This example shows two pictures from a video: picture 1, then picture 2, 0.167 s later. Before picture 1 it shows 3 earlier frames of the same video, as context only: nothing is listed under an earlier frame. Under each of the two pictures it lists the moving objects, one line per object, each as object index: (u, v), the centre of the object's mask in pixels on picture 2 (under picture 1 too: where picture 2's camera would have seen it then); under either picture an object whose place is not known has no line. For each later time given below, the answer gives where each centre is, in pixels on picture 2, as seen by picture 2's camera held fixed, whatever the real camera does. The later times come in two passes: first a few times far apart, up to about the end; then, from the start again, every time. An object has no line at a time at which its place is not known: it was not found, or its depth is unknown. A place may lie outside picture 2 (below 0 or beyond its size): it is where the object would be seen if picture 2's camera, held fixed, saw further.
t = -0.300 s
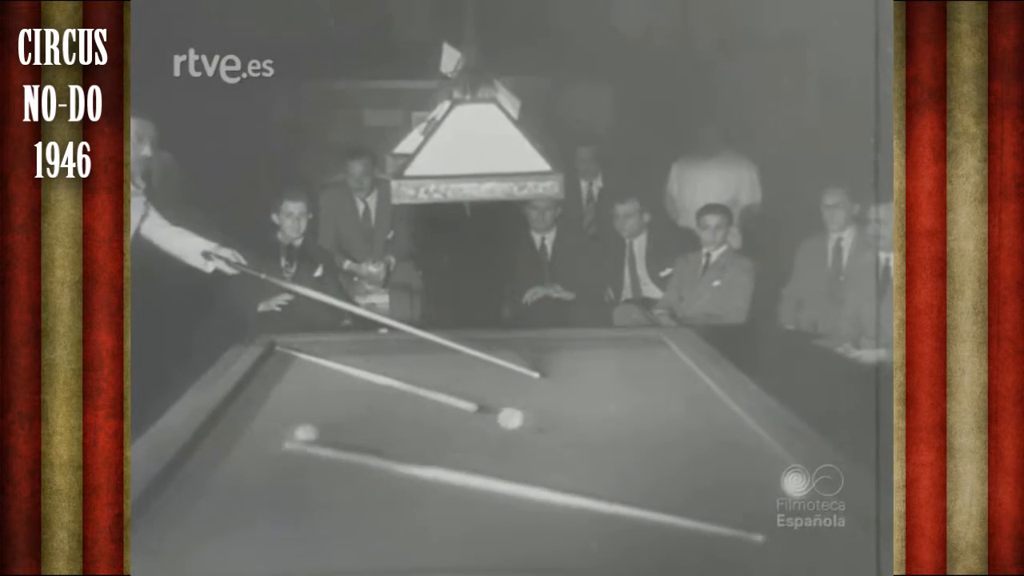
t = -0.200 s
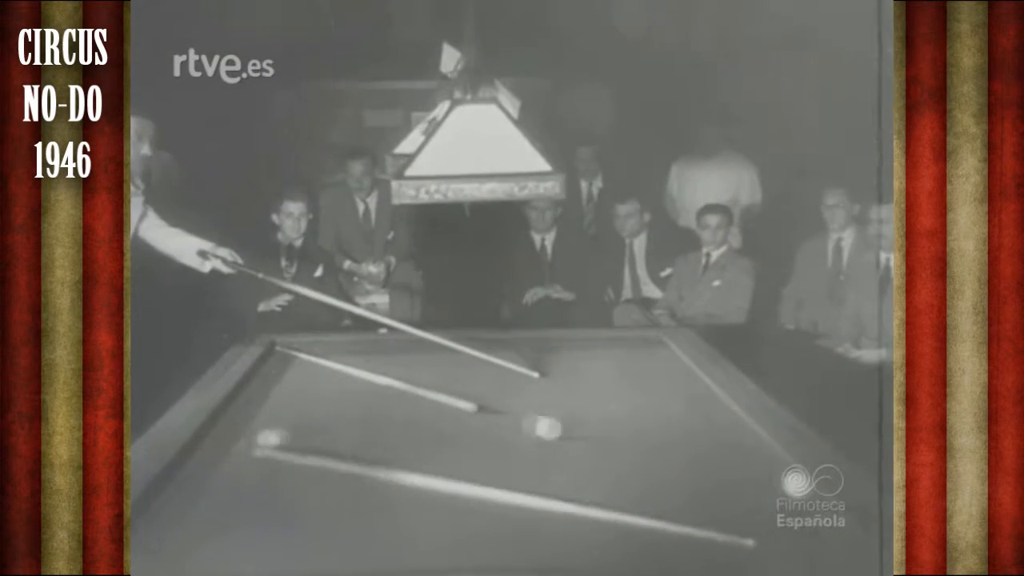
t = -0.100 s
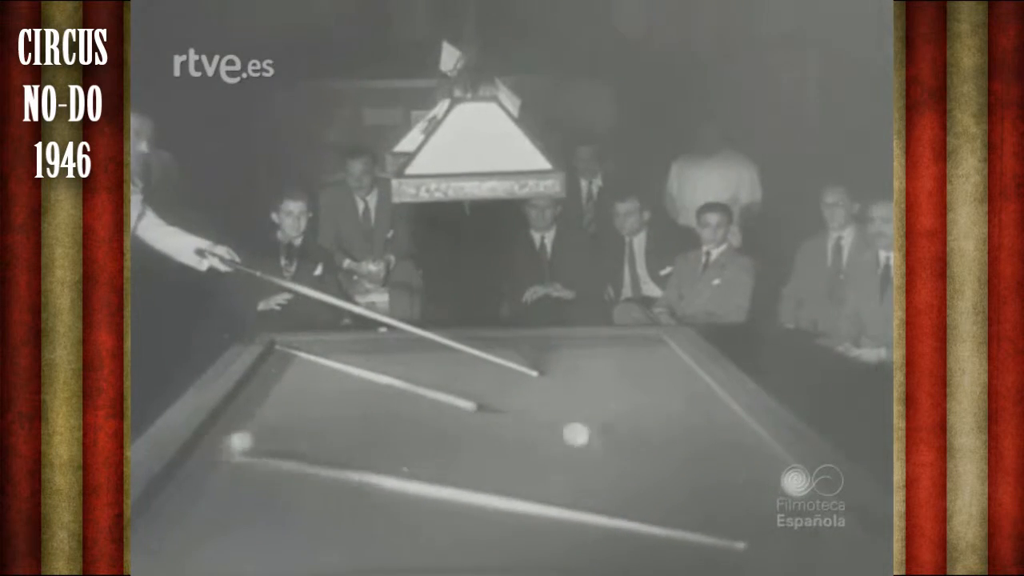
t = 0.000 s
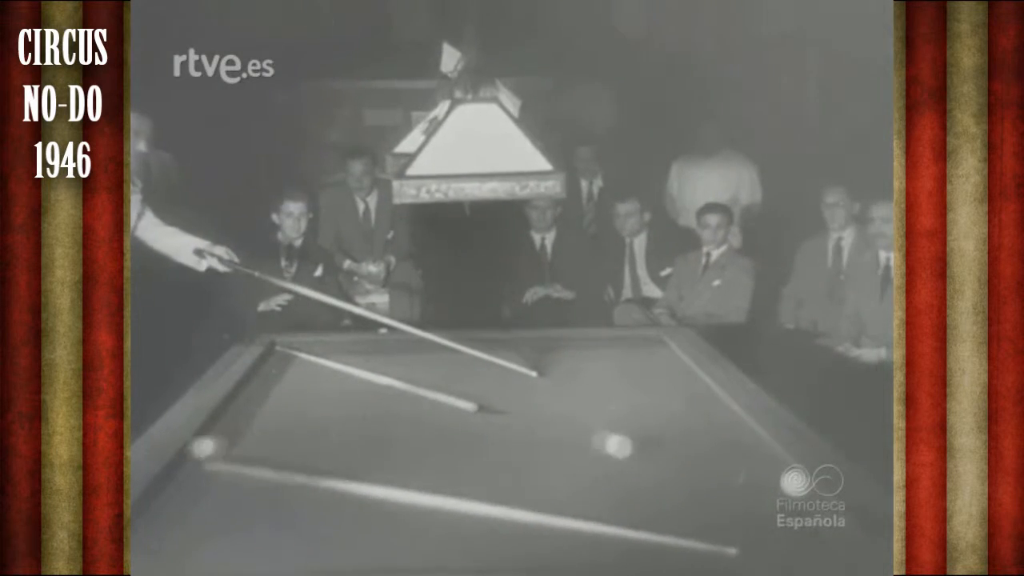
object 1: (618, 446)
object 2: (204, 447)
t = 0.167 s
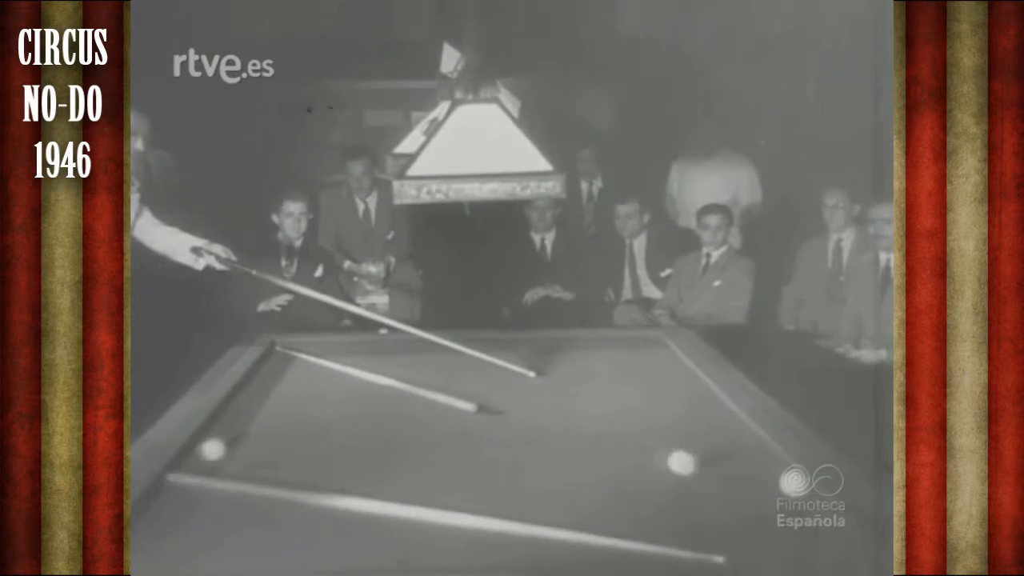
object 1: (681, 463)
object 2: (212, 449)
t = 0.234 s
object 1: (714, 471)
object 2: (220, 449)
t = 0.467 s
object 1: (782, 493)
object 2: (248, 451)
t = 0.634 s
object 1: (824, 523)
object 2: (268, 453)
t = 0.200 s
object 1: (698, 467)
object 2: (216, 449)
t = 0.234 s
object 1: (714, 471)
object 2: (220, 449)
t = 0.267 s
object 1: (723, 473)
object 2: (224, 449)
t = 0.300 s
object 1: (735, 476)
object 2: (230, 450)
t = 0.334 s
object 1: (752, 480)
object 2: (233, 450)
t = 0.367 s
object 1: (765, 485)
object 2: (237, 450)
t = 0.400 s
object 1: (771, 488)
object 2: (241, 450)
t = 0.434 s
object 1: (777, 491)
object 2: (244, 450)
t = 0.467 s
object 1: (782, 493)
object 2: (248, 451)
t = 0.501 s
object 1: (792, 503)
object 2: (252, 452)
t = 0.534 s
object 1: (801, 507)
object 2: (256, 452)
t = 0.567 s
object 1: (807, 510)
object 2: (260, 452)
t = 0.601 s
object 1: (819, 519)
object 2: (264, 452)
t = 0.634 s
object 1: (824, 523)
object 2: (268, 453)
